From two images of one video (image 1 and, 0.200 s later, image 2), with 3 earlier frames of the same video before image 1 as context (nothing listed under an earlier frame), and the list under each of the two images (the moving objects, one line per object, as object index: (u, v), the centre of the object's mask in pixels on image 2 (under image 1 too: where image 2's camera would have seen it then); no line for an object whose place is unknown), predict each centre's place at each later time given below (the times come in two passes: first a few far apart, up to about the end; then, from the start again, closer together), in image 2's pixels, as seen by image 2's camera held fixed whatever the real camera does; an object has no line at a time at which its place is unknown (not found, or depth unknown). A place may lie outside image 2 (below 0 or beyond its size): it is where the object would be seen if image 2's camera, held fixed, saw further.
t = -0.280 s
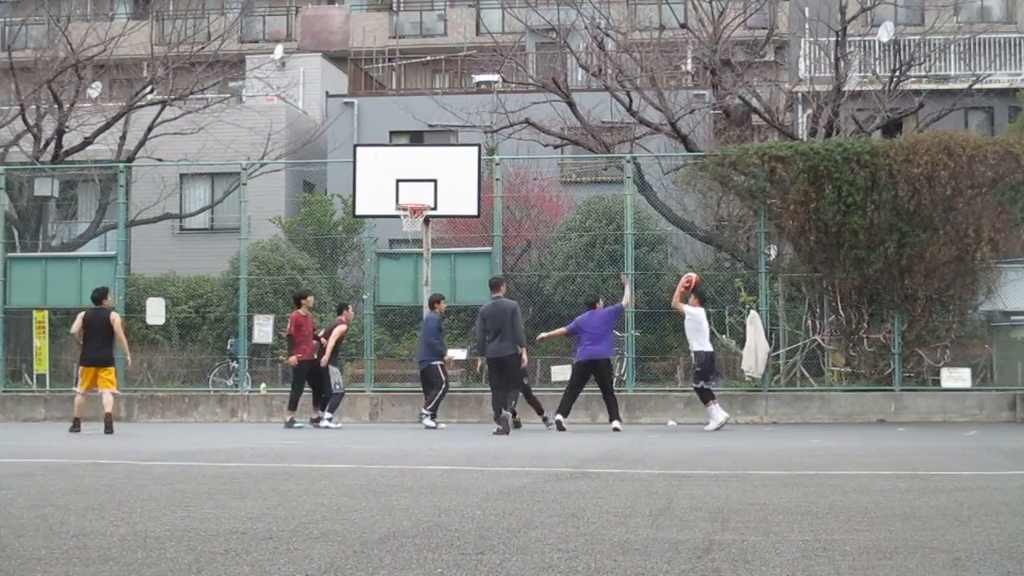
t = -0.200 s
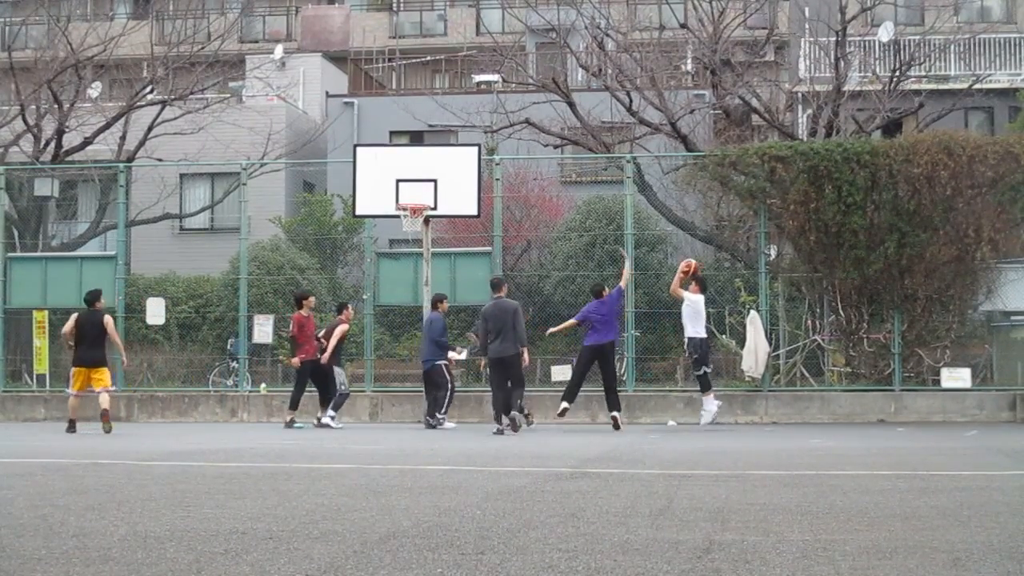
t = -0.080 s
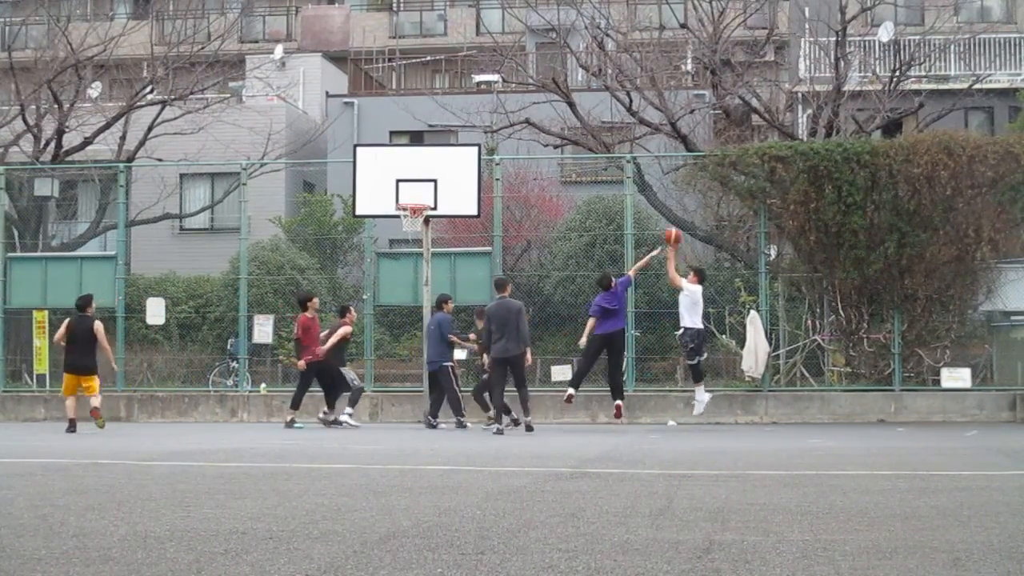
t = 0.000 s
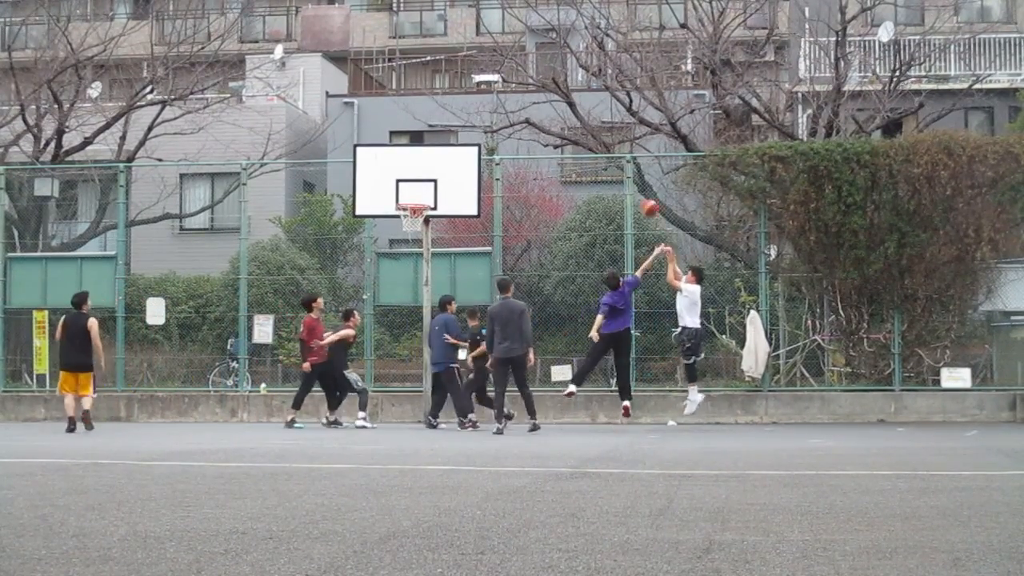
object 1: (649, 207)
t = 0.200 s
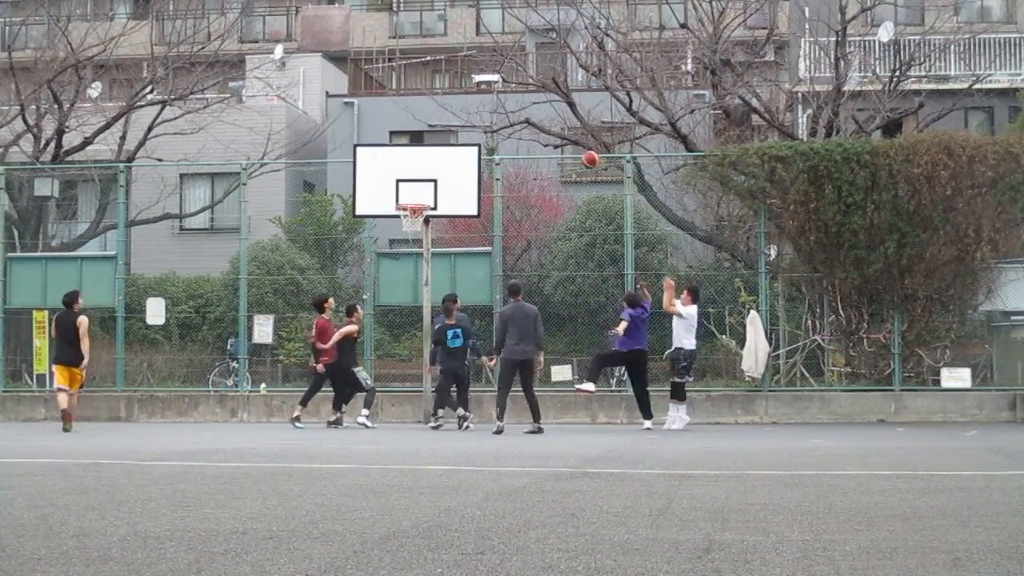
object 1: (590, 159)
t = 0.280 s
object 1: (568, 148)
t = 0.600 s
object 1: (484, 151)
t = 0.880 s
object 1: (413, 199)
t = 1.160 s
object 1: (394, 195)
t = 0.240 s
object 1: (579, 153)
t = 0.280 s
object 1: (568, 148)
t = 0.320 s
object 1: (557, 145)
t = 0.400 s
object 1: (536, 142)
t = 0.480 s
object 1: (514, 142)
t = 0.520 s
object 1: (503, 144)
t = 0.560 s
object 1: (493, 147)
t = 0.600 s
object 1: (484, 151)
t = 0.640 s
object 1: (472, 158)
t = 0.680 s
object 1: (462, 164)
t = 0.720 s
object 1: (452, 171)
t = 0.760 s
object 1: (442, 180)
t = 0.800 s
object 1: (432, 190)
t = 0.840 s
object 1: (422, 198)
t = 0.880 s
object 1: (413, 199)
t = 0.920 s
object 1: (407, 199)
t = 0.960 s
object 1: (404, 197)
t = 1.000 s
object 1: (403, 195)
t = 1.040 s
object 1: (401, 194)
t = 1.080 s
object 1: (399, 193)
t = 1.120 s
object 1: (397, 194)
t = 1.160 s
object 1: (394, 195)
